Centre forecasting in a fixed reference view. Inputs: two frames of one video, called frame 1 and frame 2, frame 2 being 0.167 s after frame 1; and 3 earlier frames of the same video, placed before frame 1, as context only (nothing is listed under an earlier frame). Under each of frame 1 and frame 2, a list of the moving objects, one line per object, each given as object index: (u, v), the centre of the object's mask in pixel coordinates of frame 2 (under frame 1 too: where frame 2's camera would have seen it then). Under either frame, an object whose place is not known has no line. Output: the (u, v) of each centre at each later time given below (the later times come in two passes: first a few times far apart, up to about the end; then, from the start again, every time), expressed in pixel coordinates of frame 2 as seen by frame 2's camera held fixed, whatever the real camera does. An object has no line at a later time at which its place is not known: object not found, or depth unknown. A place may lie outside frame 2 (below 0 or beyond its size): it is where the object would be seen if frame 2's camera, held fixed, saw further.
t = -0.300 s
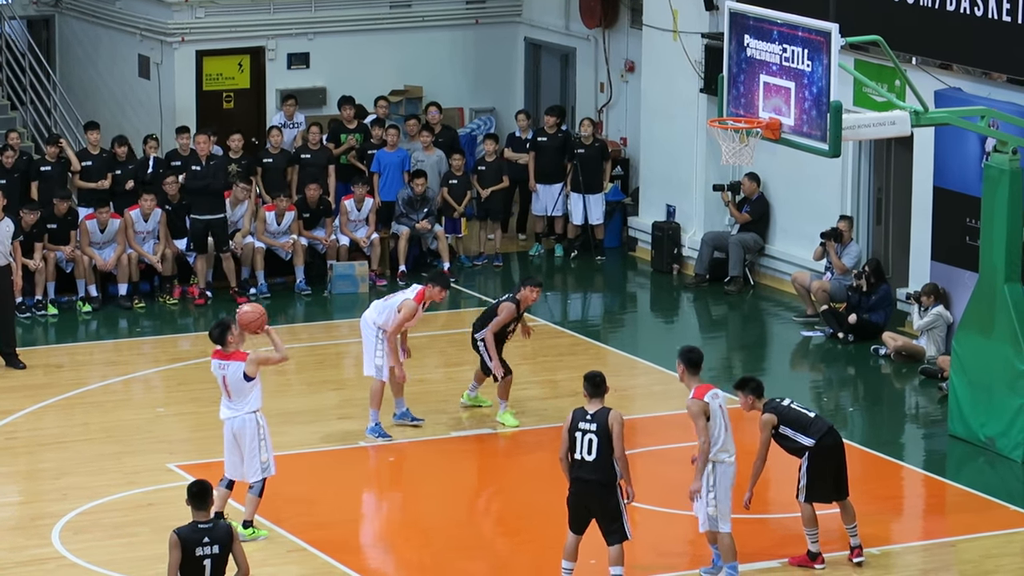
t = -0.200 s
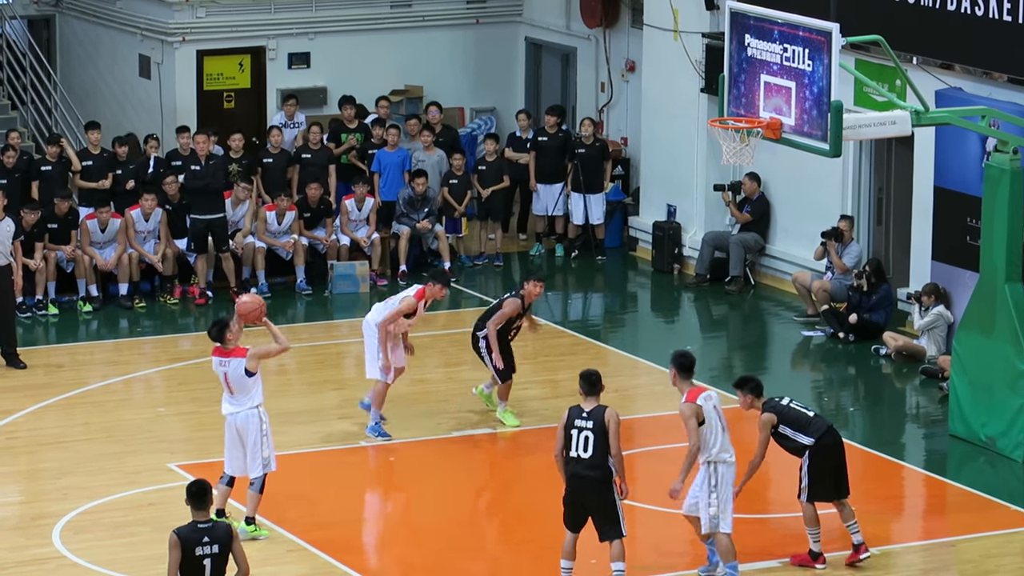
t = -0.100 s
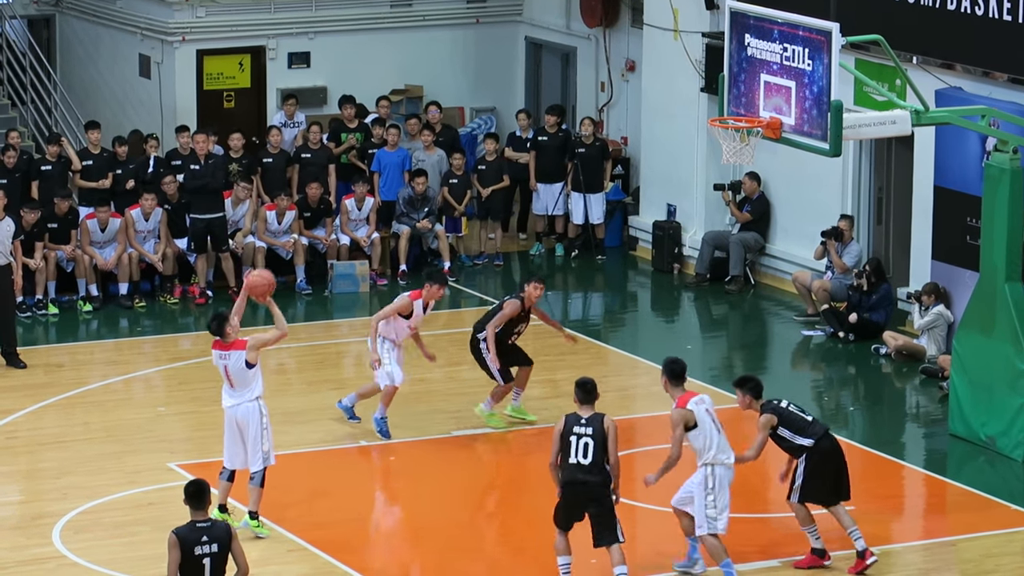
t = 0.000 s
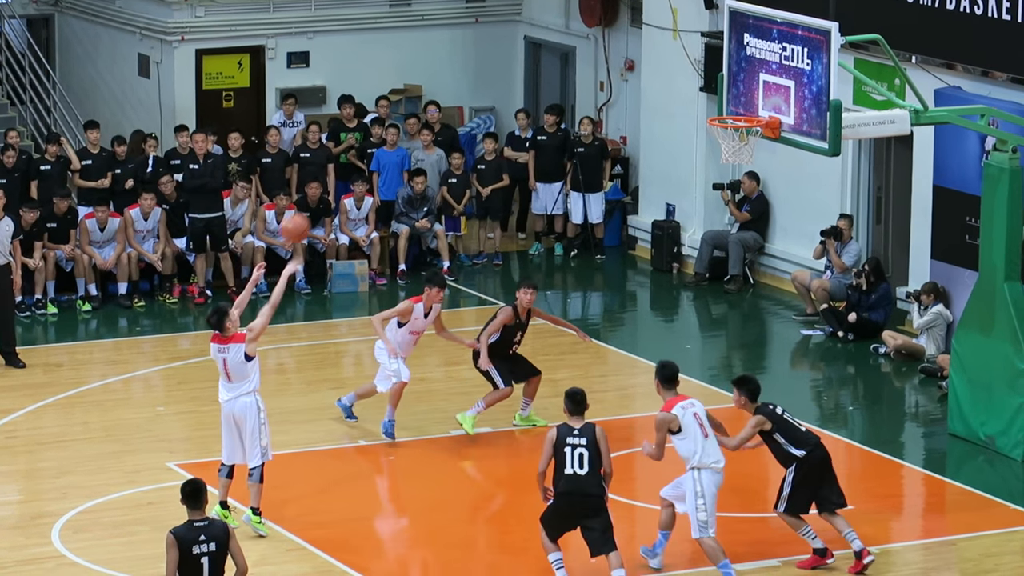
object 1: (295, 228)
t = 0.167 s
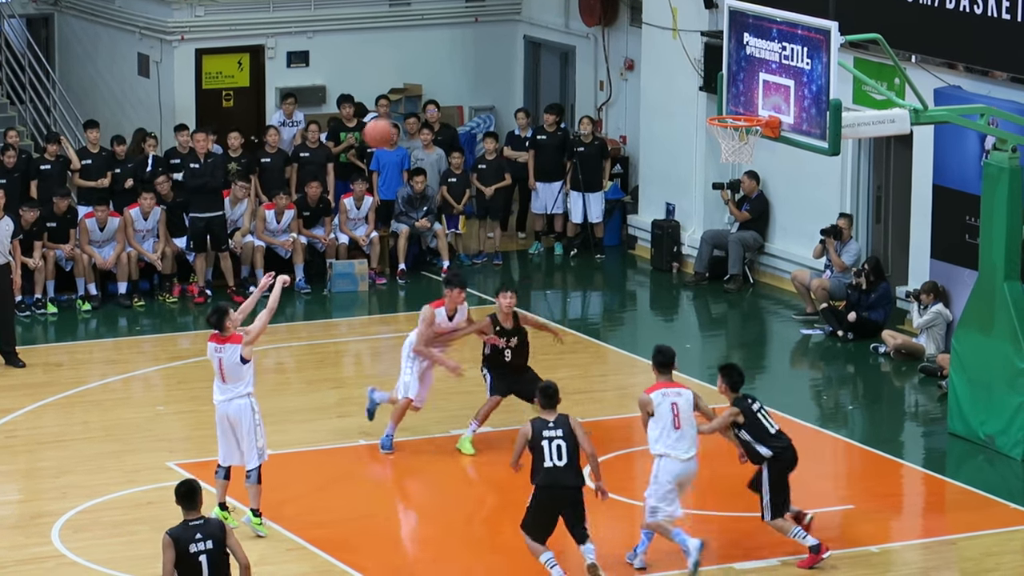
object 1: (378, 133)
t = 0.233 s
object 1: (412, 104)
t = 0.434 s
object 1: (509, 51)
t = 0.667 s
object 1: (621, 49)
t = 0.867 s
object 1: (710, 95)
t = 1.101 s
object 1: (740, 155)
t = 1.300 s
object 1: (715, 209)
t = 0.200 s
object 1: (395, 118)
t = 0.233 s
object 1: (412, 104)
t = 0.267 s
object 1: (428, 93)
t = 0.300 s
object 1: (445, 81)
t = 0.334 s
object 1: (461, 72)
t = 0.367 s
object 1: (478, 63)
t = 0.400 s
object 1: (494, 57)
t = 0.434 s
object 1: (509, 51)
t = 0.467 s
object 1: (526, 47)
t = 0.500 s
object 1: (542, 44)
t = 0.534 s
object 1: (557, 43)
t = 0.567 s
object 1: (573, 42)
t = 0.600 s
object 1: (589, 43)
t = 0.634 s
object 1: (605, 45)
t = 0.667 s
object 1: (621, 49)
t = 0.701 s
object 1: (635, 54)
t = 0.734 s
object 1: (651, 60)
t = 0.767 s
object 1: (666, 67)
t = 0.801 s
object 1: (681, 75)
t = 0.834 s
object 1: (696, 85)
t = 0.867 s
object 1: (710, 95)
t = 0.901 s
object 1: (726, 107)
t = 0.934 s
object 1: (739, 119)
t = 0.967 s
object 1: (753, 137)
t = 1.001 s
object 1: (754, 142)
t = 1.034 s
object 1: (750, 143)
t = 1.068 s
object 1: (746, 149)
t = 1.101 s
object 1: (740, 155)
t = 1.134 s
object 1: (736, 160)
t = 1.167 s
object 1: (733, 168)
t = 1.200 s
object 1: (728, 176)
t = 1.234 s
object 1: (725, 186)
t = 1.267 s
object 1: (720, 198)
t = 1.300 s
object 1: (715, 209)
